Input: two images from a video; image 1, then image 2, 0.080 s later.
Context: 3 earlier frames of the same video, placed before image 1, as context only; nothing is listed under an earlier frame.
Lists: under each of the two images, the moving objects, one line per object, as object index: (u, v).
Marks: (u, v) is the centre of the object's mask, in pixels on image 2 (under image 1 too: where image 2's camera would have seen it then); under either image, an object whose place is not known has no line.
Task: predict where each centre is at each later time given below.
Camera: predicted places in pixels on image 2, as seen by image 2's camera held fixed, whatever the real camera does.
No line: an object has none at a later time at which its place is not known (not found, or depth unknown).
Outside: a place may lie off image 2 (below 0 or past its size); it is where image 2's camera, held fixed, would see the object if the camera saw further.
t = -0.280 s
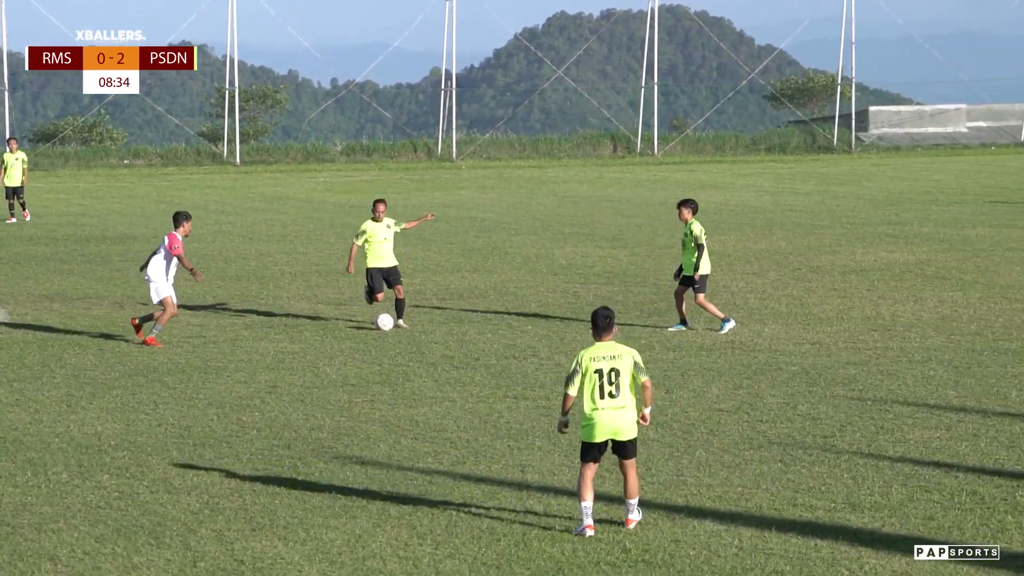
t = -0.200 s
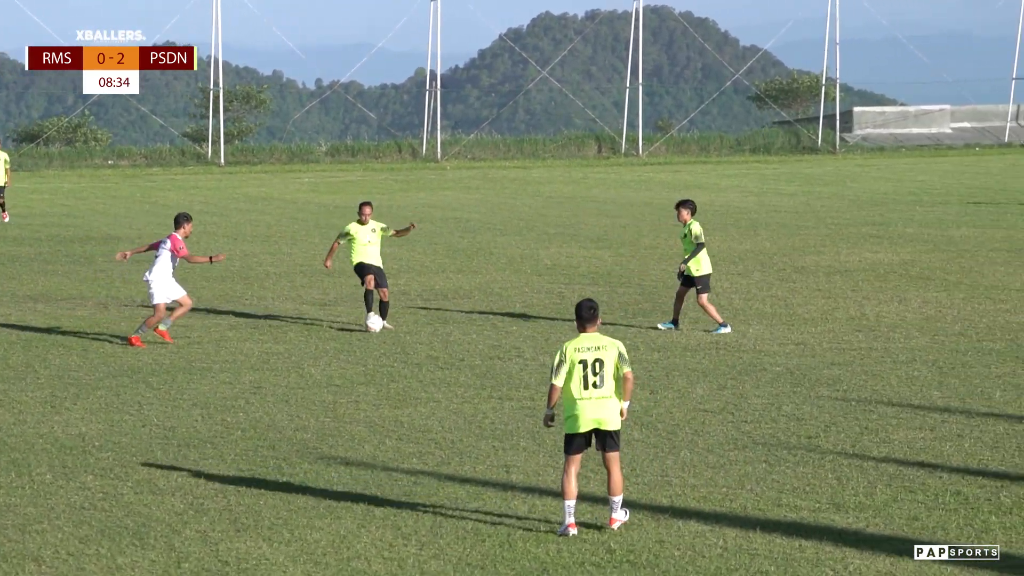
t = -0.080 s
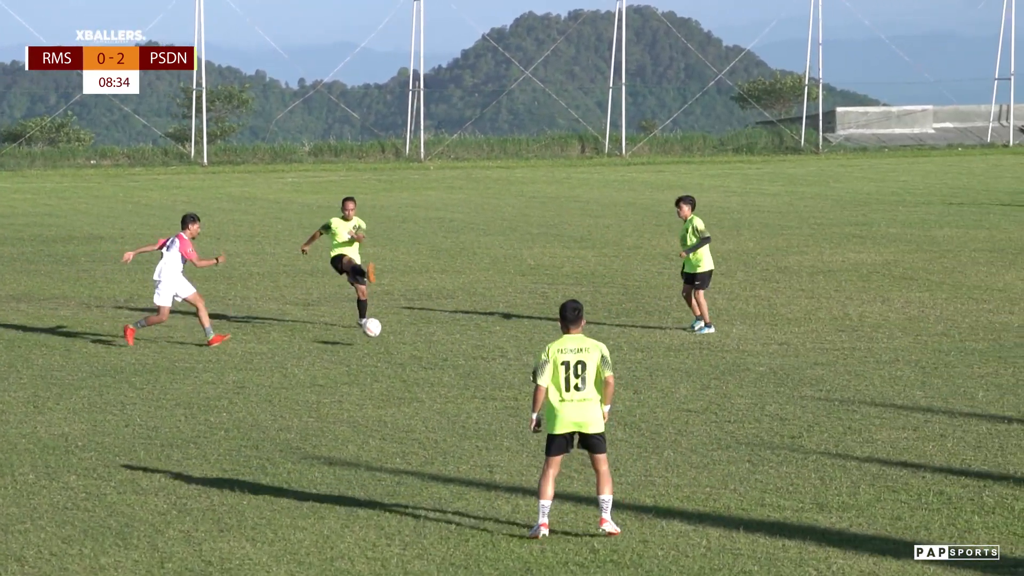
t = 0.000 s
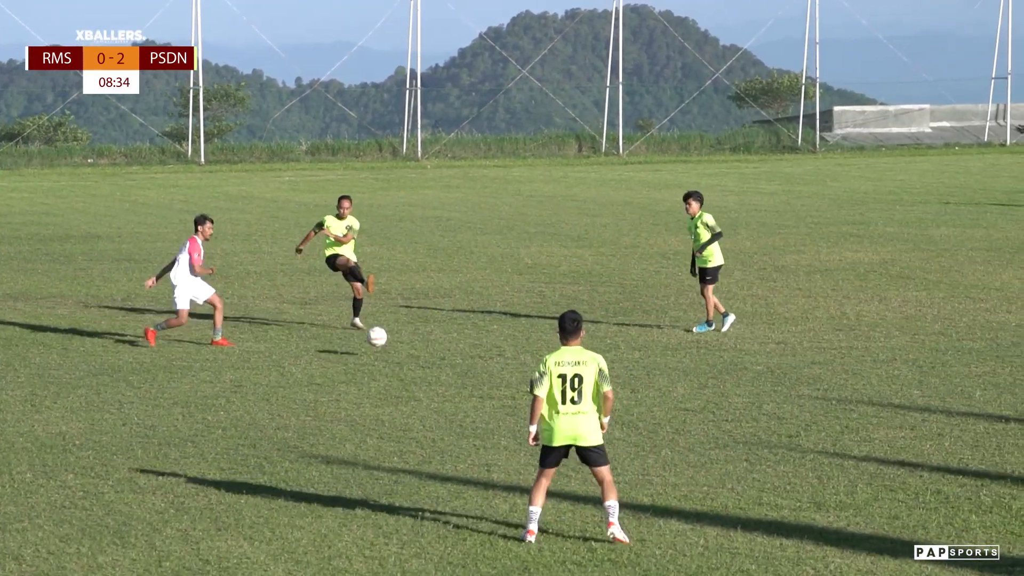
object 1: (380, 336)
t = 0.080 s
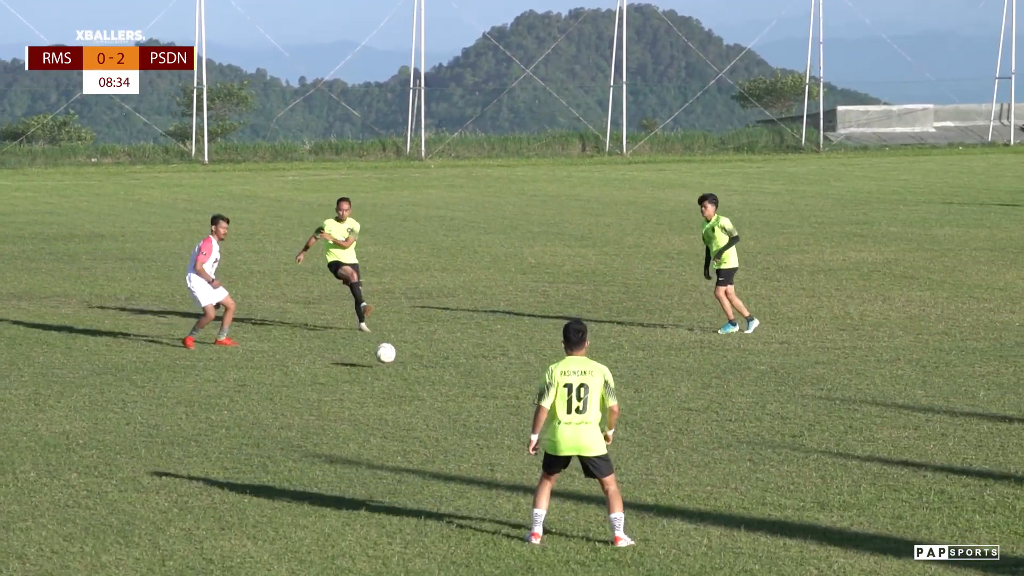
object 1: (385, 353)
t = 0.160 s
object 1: (388, 366)
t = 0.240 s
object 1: (387, 366)
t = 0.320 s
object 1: (385, 372)
